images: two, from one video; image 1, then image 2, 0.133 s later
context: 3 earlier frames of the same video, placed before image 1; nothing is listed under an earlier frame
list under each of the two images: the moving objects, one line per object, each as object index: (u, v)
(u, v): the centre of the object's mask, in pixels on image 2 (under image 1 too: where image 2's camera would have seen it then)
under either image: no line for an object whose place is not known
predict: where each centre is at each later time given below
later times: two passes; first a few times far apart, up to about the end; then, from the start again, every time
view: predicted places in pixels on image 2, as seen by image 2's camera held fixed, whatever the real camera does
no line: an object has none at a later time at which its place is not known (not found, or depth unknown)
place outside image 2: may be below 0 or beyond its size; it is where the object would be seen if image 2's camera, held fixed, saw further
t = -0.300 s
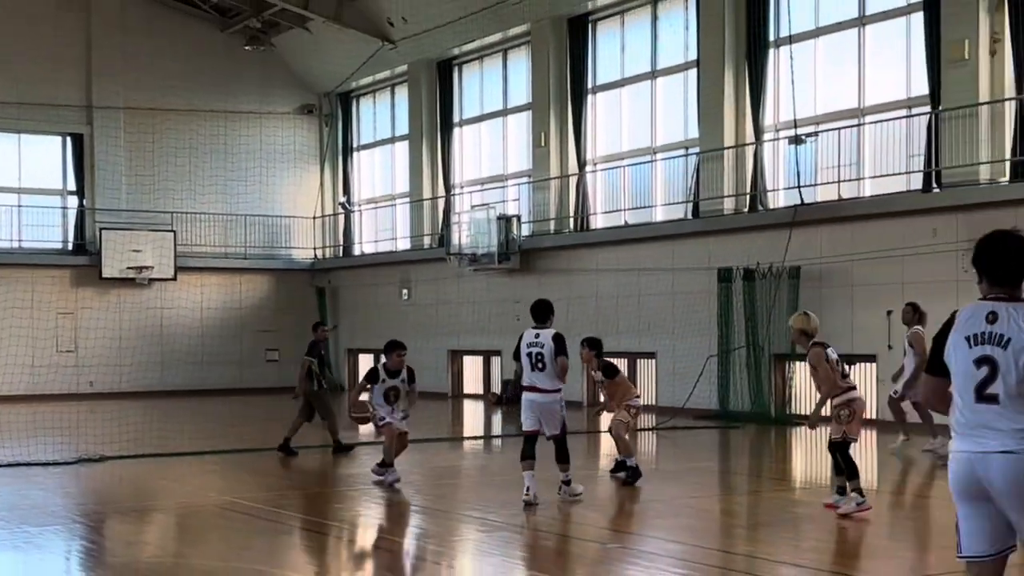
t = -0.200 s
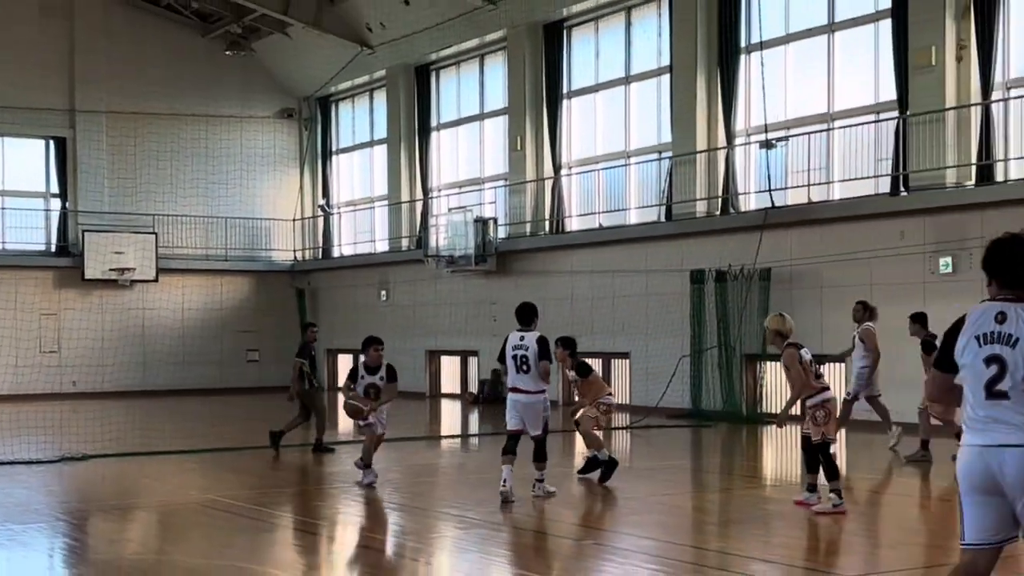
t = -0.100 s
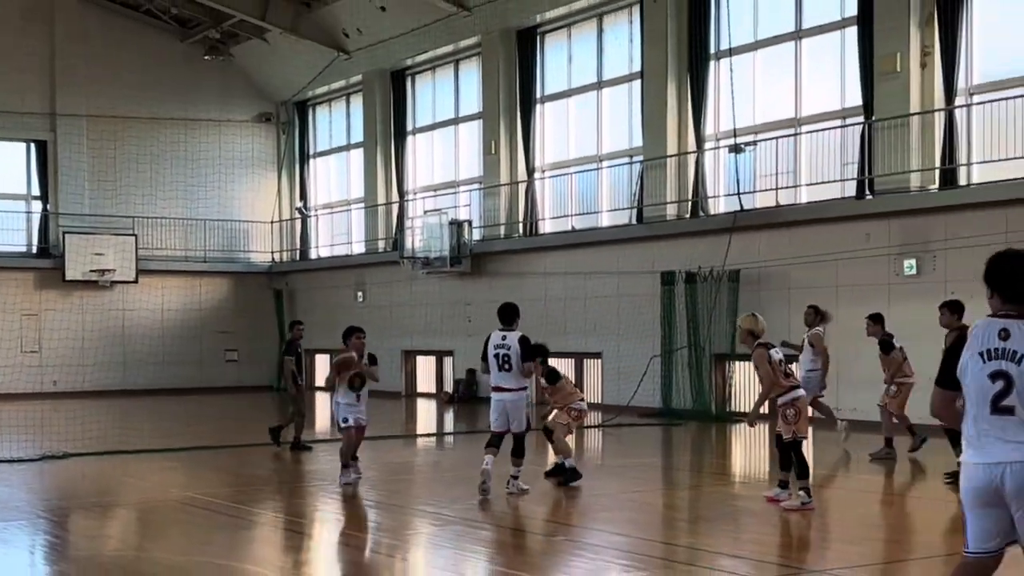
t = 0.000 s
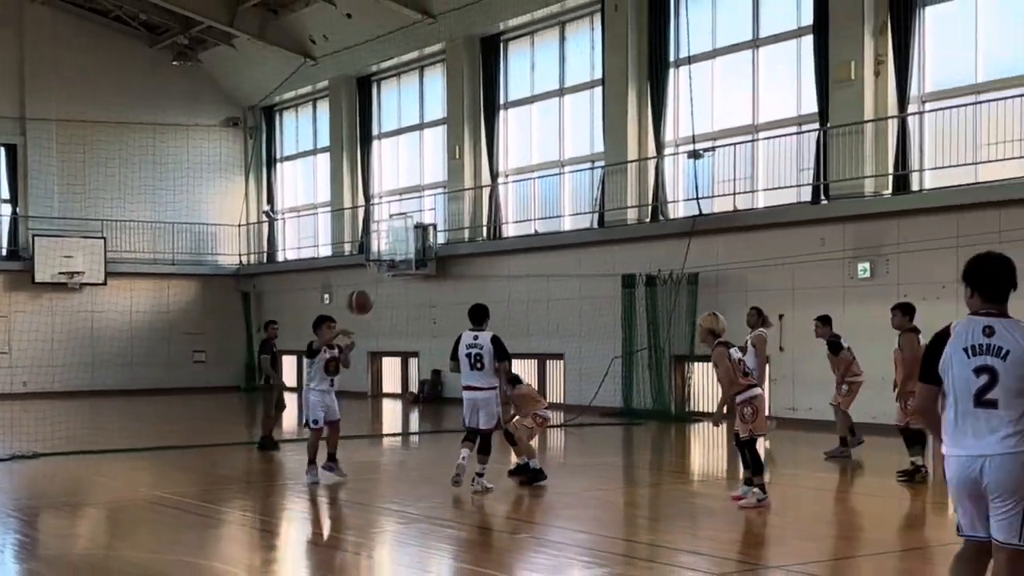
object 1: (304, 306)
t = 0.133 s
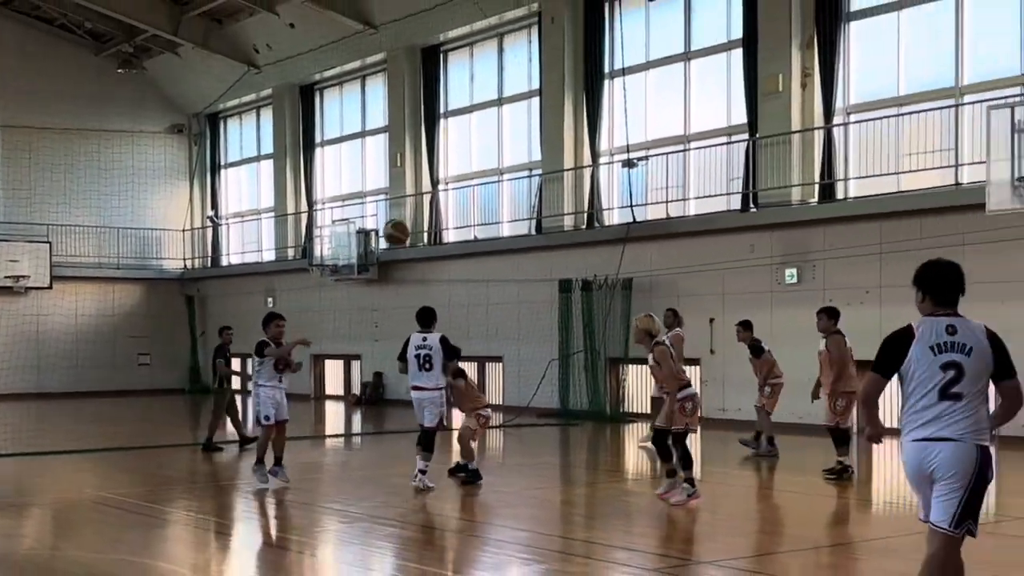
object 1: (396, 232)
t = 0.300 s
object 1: (529, 153)
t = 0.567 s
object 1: (791, 68)
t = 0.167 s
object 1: (421, 215)
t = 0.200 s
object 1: (447, 199)
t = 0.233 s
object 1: (473, 182)
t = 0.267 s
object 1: (500, 168)
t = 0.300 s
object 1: (529, 153)
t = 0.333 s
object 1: (557, 139)
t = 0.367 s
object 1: (587, 126)
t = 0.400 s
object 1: (618, 114)
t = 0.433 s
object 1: (650, 103)
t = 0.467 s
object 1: (684, 93)
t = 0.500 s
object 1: (718, 84)
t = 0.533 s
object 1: (754, 75)
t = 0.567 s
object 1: (791, 68)
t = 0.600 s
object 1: (830, 62)
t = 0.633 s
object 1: (870, 57)
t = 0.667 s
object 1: (914, 53)
